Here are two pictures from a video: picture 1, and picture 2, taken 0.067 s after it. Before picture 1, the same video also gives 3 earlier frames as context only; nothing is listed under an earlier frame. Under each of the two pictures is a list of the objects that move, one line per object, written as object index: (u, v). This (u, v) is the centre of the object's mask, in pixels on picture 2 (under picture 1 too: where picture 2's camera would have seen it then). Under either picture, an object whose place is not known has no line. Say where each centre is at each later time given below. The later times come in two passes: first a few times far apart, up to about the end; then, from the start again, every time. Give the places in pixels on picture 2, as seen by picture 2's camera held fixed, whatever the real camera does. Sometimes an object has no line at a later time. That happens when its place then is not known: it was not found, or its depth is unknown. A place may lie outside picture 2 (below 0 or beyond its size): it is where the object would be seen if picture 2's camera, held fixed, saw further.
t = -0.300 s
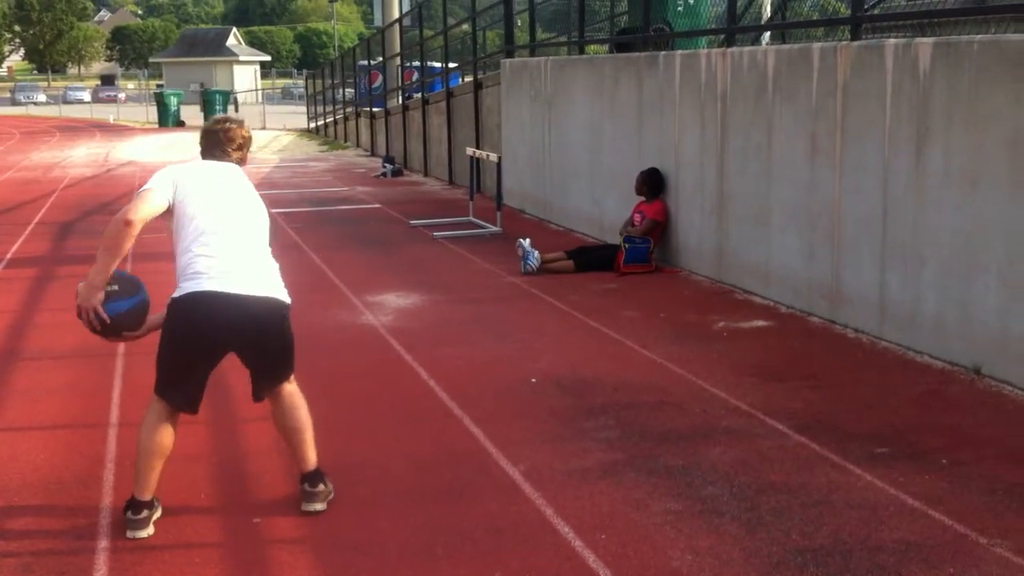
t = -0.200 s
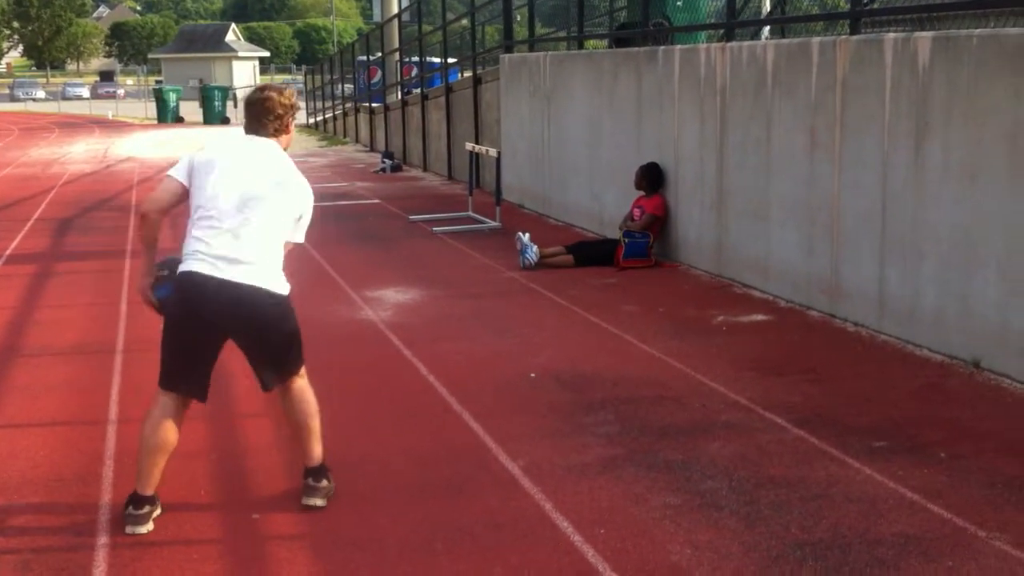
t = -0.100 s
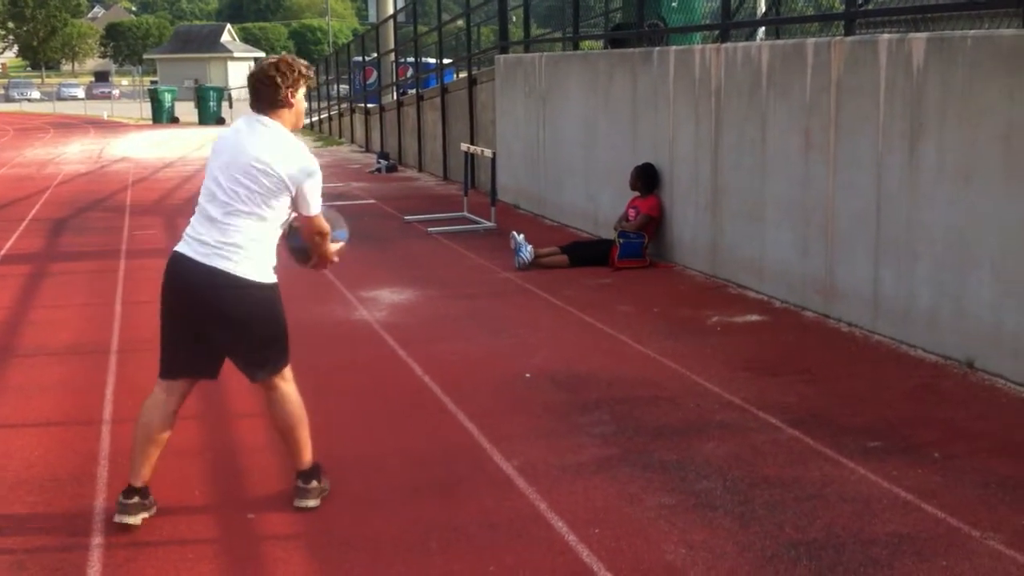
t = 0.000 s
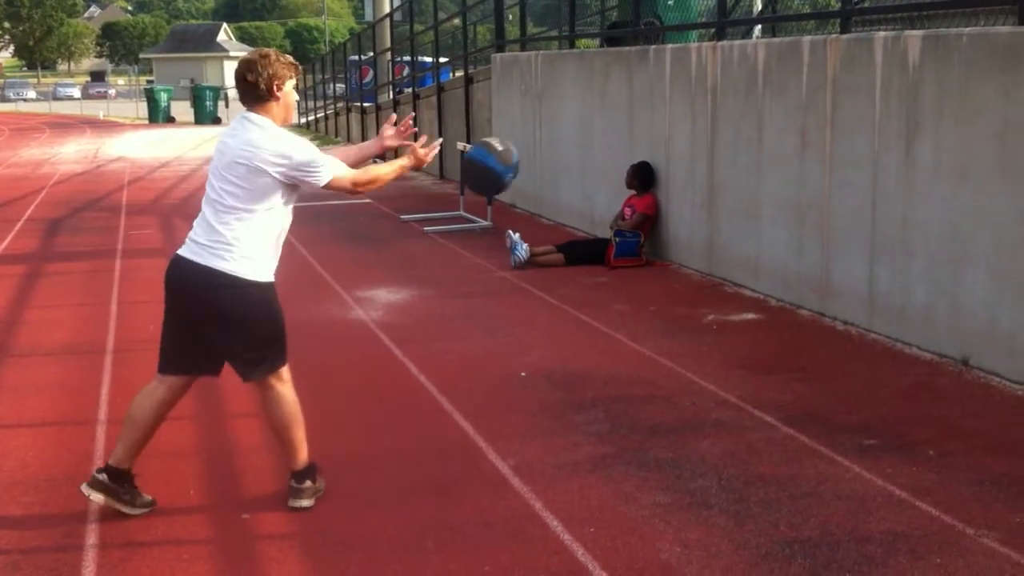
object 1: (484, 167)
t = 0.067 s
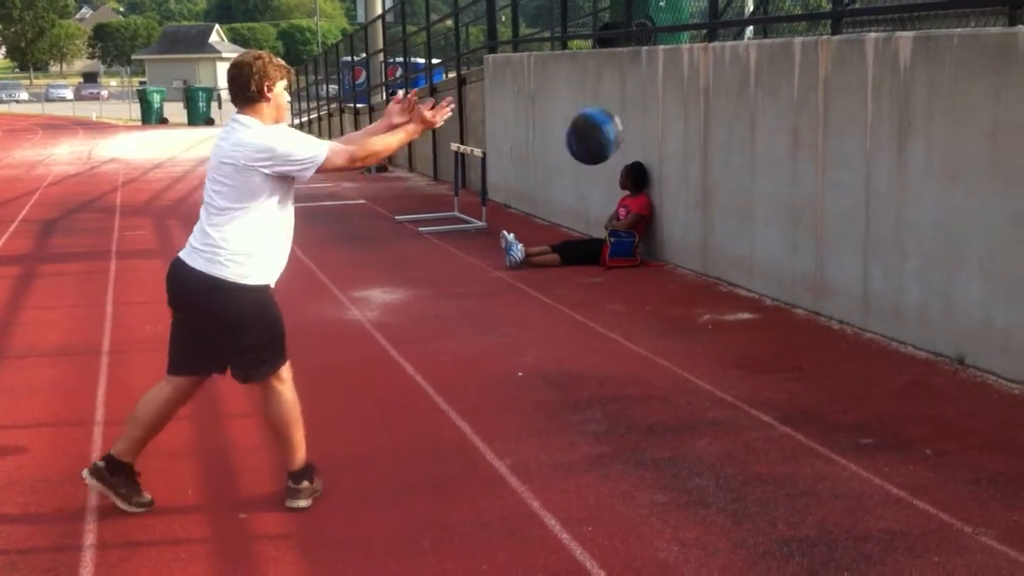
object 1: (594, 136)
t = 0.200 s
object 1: (796, 109)
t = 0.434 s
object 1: (878, 149)
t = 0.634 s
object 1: (696, 270)
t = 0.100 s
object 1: (646, 125)
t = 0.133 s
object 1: (698, 116)
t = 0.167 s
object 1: (746, 112)
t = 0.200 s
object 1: (796, 109)
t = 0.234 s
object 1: (844, 109)
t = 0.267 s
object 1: (889, 111)
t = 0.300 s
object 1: (933, 115)
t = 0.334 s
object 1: (967, 121)
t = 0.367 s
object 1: (938, 127)
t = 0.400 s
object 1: (908, 137)
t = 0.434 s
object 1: (878, 149)
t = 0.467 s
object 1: (849, 164)
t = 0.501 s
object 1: (819, 180)
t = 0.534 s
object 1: (789, 199)
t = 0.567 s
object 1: (758, 221)
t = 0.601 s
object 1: (727, 245)
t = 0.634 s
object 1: (696, 270)
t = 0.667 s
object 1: (665, 298)
